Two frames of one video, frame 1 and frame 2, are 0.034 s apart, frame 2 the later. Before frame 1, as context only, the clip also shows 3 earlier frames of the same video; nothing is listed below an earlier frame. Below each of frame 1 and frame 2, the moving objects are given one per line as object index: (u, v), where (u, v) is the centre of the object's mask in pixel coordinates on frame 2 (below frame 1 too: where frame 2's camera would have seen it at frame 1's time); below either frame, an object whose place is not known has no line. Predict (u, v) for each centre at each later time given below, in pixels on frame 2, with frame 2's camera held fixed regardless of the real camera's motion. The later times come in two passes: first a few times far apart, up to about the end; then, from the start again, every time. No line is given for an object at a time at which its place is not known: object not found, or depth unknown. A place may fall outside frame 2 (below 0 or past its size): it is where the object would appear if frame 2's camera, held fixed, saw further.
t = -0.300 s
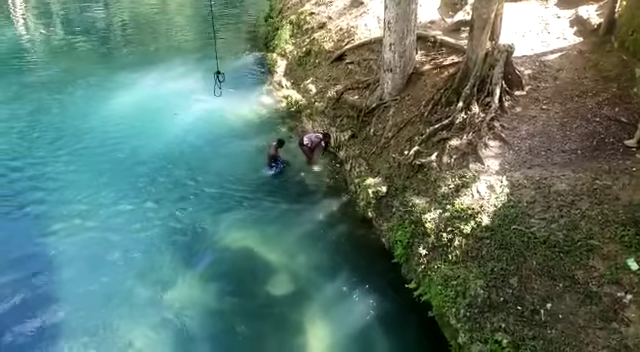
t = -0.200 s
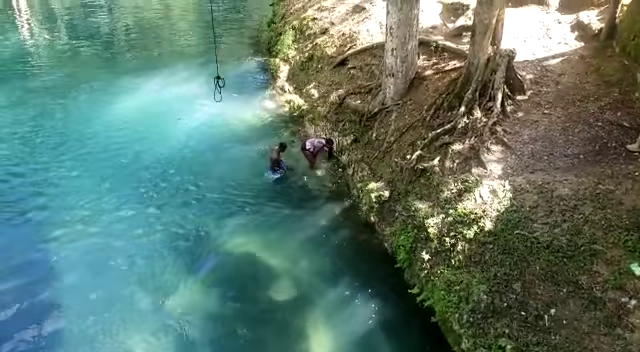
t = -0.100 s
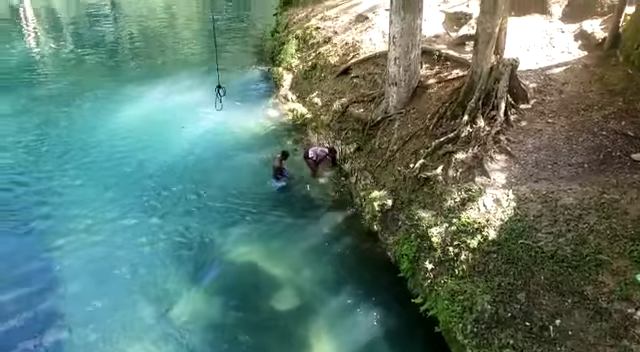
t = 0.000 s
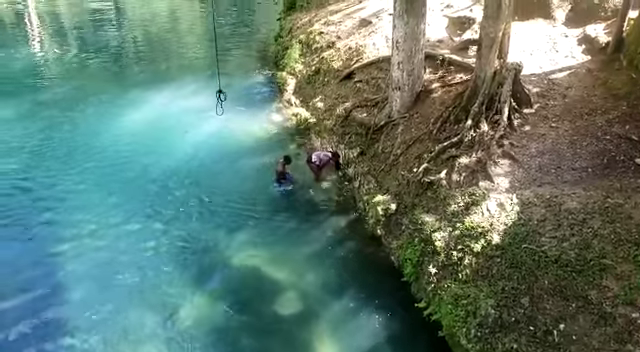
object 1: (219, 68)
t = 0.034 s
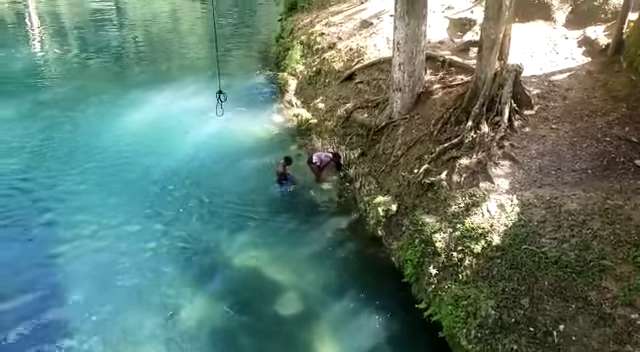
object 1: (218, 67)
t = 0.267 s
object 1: (211, 66)
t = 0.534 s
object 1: (204, 60)
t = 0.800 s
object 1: (200, 63)
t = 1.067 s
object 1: (197, 65)
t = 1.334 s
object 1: (197, 69)
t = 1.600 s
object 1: (198, 68)
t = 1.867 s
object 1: (200, 72)
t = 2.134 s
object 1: (205, 68)
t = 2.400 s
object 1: (212, 73)
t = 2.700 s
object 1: (221, 82)
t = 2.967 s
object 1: (227, 73)
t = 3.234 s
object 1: (234, 72)
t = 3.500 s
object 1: (241, 70)
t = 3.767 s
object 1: (246, 71)
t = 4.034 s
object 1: (251, 69)
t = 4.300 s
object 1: (254, 68)
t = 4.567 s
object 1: (257, 66)
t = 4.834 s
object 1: (256, 64)
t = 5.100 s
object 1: (254, 61)
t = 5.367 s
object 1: (252, 64)
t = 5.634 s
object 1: (249, 63)
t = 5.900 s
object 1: (242, 59)
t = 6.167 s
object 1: (237, 60)
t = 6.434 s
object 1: (231, 60)
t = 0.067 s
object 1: (216, 67)
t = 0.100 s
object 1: (215, 66)
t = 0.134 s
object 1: (214, 68)
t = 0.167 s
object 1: (214, 67)
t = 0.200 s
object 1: (213, 67)
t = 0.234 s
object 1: (212, 67)
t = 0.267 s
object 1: (211, 66)
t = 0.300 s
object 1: (209, 64)
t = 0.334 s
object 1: (208, 62)
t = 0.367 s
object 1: (208, 61)
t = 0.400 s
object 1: (207, 59)
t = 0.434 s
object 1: (206, 60)
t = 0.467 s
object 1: (205, 59)
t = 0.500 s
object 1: (205, 60)
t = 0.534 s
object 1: (204, 60)
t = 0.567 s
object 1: (203, 62)
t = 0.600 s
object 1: (203, 61)
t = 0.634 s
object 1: (202, 63)
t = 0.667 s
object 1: (201, 62)
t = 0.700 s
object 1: (201, 63)
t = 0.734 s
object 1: (200, 63)
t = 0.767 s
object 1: (200, 63)
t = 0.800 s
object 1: (200, 63)
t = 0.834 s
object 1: (199, 62)
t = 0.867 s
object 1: (199, 62)
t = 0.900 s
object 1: (198, 63)
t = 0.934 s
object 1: (197, 63)
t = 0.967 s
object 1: (197, 62)
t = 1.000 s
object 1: (197, 62)
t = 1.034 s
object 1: (197, 64)
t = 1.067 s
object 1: (197, 65)
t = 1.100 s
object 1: (197, 65)
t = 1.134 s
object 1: (197, 67)
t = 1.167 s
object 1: (197, 66)
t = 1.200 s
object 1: (197, 67)
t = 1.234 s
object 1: (197, 67)
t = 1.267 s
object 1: (197, 68)
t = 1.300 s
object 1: (197, 68)
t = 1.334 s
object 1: (197, 69)
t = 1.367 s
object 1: (197, 69)
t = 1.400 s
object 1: (197, 69)
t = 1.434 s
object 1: (197, 69)
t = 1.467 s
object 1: (197, 67)
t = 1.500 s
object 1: (197, 67)
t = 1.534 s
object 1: (197, 68)
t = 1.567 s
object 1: (198, 68)
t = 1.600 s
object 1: (198, 68)
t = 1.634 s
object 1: (199, 69)
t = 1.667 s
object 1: (199, 67)
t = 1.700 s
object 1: (199, 69)
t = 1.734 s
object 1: (199, 70)
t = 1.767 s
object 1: (199, 70)
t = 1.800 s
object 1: (199, 71)
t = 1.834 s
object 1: (199, 71)
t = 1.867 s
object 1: (200, 72)
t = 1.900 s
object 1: (200, 71)
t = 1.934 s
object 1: (201, 73)
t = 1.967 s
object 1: (202, 72)
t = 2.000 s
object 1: (203, 72)
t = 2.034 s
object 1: (203, 71)
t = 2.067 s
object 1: (204, 72)
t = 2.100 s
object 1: (204, 72)
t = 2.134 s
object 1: (205, 68)
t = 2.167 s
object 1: (205, 71)
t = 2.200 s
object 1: (206, 73)
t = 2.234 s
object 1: (207, 75)
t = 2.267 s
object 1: (208, 74)
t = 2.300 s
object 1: (209, 73)
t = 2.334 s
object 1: (210, 74)
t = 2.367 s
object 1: (210, 73)
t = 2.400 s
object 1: (212, 73)
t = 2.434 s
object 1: (213, 74)
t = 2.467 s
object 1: (214, 74)
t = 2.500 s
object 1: (215, 78)
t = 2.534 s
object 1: (215, 74)
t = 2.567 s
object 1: (217, 78)
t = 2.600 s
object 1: (218, 80)
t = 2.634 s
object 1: (219, 80)
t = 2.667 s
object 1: (220, 81)
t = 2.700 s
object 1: (221, 82)
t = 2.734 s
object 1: (221, 80)
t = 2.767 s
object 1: (222, 78)
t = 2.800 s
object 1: (222, 75)
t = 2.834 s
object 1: (223, 76)
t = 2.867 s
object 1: (224, 75)
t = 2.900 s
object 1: (225, 75)
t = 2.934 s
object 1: (226, 74)
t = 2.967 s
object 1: (227, 73)
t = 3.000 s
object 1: (227, 69)
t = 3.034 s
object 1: (229, 73)
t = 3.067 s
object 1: (230, 76)
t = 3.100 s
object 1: (231, 71)
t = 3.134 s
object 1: (232, 76)
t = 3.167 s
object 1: (233, 74)
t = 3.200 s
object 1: (234, 73)
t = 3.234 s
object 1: (234, 72)
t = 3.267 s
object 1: (235, 72)
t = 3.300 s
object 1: (236, 70)
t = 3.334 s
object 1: (237, 72)
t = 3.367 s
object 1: (238, 70)
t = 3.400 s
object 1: (239, 73)
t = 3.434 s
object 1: (239, 71)
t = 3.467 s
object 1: (240, 72)
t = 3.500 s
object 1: (241, 70)
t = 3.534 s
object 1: (241, 69)
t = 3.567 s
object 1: (242, 69)
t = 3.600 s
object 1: (243, 69)
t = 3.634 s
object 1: (244, 69)
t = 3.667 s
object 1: (244, 69)
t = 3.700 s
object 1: (245, 71)
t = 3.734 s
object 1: (246, 73)
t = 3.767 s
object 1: (246, 71)
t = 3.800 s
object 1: (247, 72)
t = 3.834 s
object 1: (248, 70)
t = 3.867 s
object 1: (249, 73)
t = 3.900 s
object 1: (249, 70)
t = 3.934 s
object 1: (250, 69)
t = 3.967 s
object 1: (251, 72)
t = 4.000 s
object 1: (251, 69)
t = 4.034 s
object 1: (251, 69)
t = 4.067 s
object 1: (252, 70)
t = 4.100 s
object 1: (253, 69)
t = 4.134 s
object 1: (253, 68)
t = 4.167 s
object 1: (254, 69)
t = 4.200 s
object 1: (254, 69)
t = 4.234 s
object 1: (254, 68)
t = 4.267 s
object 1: (254, 68)
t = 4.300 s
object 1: (254, 68)
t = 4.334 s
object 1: (254, 67)
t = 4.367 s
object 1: (255, 68)
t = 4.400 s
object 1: (256, 67)
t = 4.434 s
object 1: (255, 66)
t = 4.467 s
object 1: (255, 65)
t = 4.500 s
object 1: (256, 67)
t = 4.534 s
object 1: (256, 66)
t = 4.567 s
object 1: (257, 66)
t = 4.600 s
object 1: (257, 66)
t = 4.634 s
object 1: (256, 66)
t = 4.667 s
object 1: (256, 65)
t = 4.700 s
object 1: (257, 65)
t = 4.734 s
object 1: (257, 65)
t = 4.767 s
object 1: (257, 65)
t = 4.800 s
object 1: (257, 64)
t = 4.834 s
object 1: (256, 64)
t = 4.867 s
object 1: (255, 63)
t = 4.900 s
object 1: (255, 63)
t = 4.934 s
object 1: (255, 63)
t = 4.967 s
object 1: (256, 63)
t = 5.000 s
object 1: (256, 63)
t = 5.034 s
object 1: (255, 63)
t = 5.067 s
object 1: (254, 62)
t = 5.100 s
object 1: (254, 61)
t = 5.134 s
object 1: (255, 63)
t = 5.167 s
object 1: (255, 63)
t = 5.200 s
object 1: (255, 63)
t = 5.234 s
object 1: (254, 63)
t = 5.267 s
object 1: (253, 61)
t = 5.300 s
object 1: (253, 62)
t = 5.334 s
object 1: (252, 62)
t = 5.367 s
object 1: (252, 64)
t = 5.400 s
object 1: (252, 63)
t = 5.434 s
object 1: (252, 65)
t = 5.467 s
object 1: (251, 62)
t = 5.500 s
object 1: (251, 64)
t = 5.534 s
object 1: (251, 64)
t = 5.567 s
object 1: (250, 62)
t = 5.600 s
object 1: (250, 64)
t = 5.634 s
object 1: (249, 63)
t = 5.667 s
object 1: (248, 61)
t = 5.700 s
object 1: (247, 60)
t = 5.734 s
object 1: (246, 60)
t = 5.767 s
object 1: (245, 60)
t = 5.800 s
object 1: (244, 59)
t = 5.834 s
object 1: (243, 58)
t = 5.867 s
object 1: (243, 60)
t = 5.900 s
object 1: (242, 59)
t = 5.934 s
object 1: (241, 58)
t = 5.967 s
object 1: (240, 58)
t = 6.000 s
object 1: (239, 59)
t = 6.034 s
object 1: (239, 59)
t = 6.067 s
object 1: (239, 60)
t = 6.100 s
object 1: (238, 60)
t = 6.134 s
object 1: (238, 60)
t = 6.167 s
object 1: (237, 60)
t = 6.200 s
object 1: (236, 59)
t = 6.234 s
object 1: (235, 60)
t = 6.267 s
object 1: (234, 58)
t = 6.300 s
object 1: (234, 60)
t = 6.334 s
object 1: (233, 62)
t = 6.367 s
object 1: (232, 61)
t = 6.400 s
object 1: (232, 60)
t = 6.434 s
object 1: (231, 60)
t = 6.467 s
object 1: (230, 60)
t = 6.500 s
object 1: (229, 60)
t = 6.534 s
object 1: (228, 59)
